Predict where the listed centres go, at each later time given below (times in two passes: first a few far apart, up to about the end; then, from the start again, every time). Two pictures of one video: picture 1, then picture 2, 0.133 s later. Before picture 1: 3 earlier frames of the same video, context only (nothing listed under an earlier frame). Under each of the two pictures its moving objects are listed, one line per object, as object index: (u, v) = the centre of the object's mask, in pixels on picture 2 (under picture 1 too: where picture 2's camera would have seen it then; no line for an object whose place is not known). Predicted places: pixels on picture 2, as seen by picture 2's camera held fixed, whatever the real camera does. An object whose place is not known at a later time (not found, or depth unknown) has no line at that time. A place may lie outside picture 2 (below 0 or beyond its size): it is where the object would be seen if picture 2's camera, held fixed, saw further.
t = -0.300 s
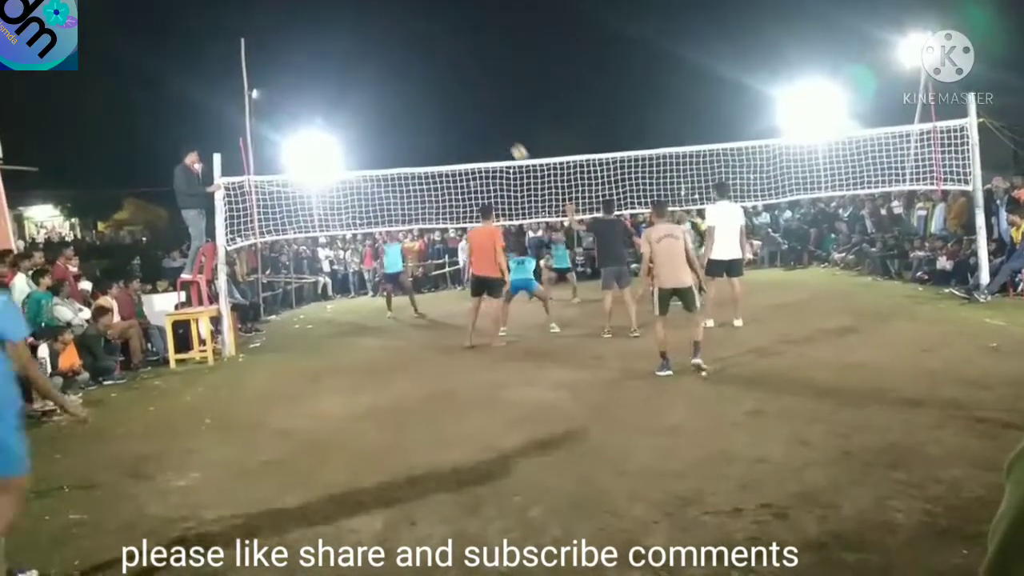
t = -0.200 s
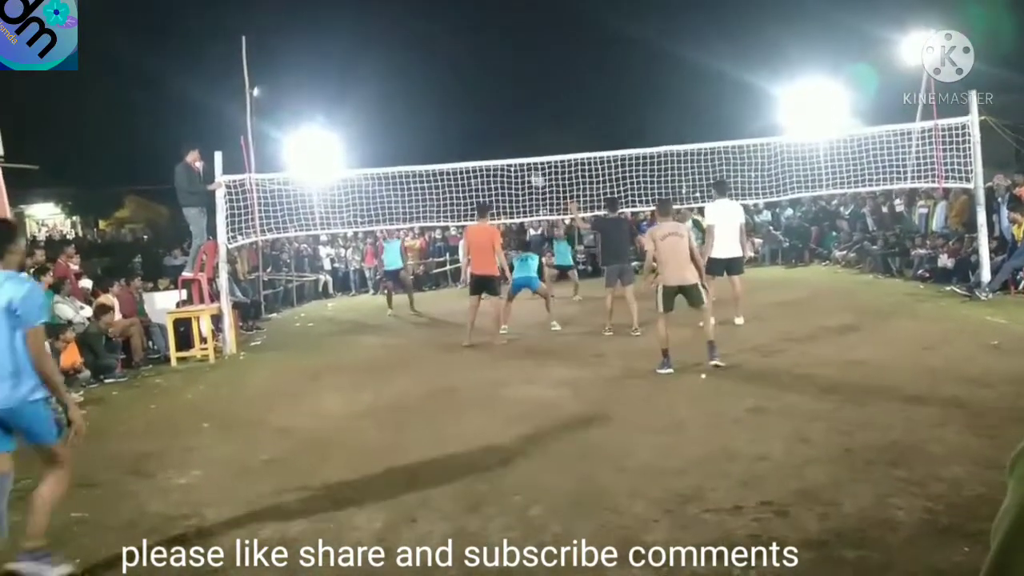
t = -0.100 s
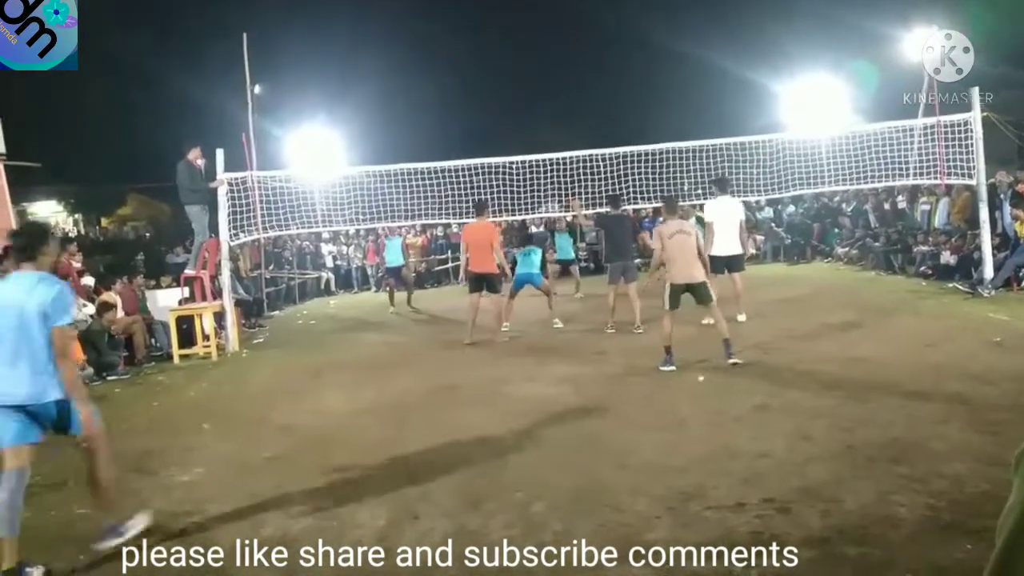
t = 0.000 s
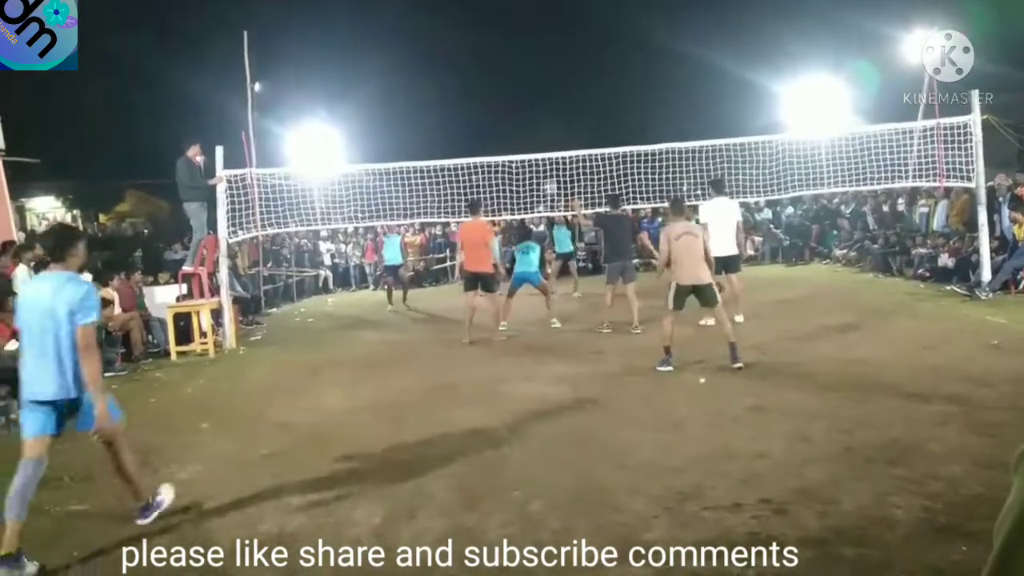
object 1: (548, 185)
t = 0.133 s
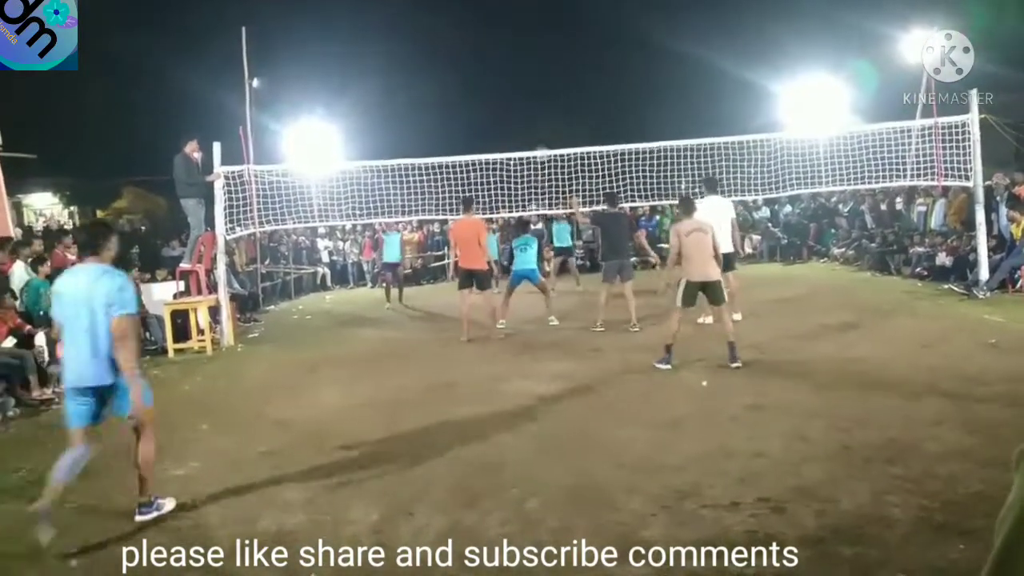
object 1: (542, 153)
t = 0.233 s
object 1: (537, 136)
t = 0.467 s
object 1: (526, 117)
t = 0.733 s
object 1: (517, 137)
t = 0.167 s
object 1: (540, 145)
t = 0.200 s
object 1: (538, 141)
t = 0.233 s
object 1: (537, 136)
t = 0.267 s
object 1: (535, 131)
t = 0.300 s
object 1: (533, 127)
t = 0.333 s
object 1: (532, 124)
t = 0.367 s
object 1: (531, 121)
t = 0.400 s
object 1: (529, 119)
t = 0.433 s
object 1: (528, 118)
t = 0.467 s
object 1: (526, 117)
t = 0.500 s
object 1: (525, 117)
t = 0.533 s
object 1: (524, 118)
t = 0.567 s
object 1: (523, 119)
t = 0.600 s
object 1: (521, 121)
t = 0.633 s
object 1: (520, 125)
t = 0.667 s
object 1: (519, 128)
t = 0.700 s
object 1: (517, 133)
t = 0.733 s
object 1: (517, 137)
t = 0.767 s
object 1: (515, 143)
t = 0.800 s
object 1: (514, 147)
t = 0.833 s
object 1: (513, 157)
